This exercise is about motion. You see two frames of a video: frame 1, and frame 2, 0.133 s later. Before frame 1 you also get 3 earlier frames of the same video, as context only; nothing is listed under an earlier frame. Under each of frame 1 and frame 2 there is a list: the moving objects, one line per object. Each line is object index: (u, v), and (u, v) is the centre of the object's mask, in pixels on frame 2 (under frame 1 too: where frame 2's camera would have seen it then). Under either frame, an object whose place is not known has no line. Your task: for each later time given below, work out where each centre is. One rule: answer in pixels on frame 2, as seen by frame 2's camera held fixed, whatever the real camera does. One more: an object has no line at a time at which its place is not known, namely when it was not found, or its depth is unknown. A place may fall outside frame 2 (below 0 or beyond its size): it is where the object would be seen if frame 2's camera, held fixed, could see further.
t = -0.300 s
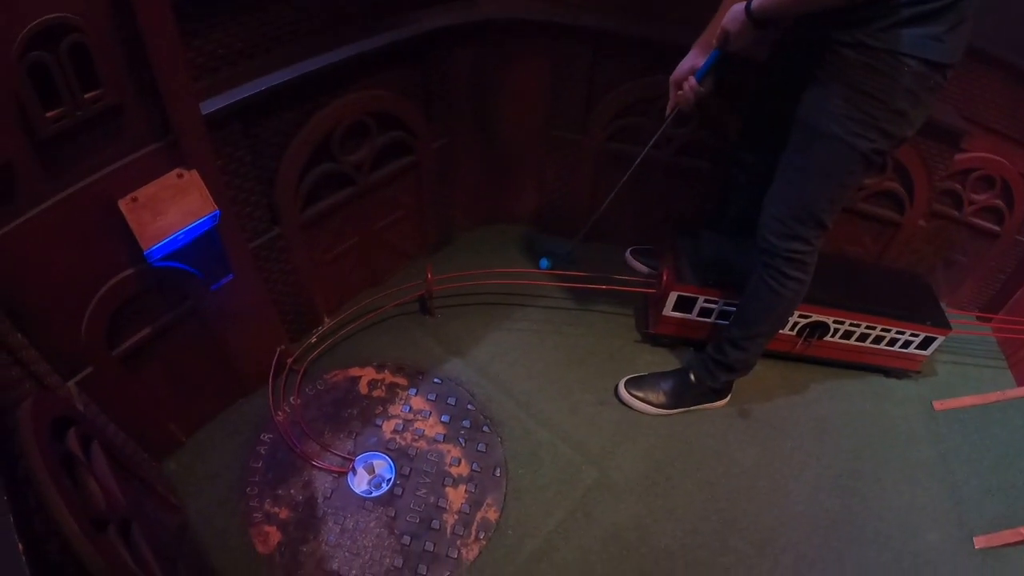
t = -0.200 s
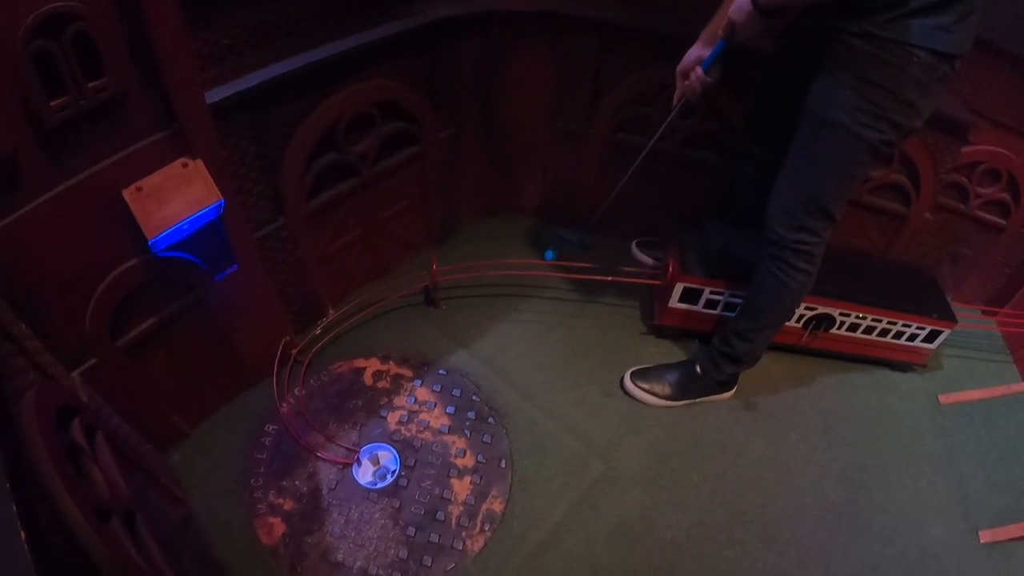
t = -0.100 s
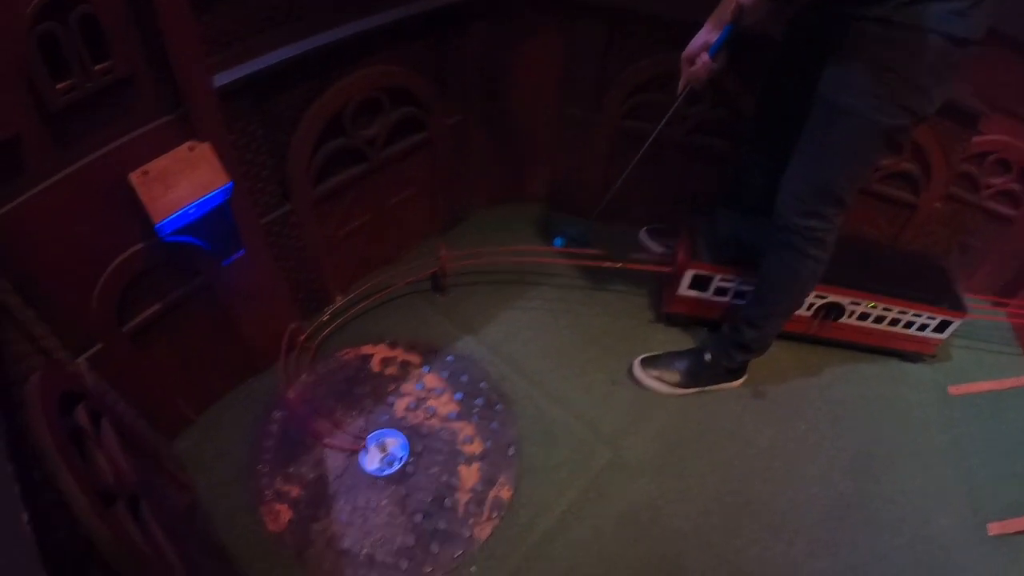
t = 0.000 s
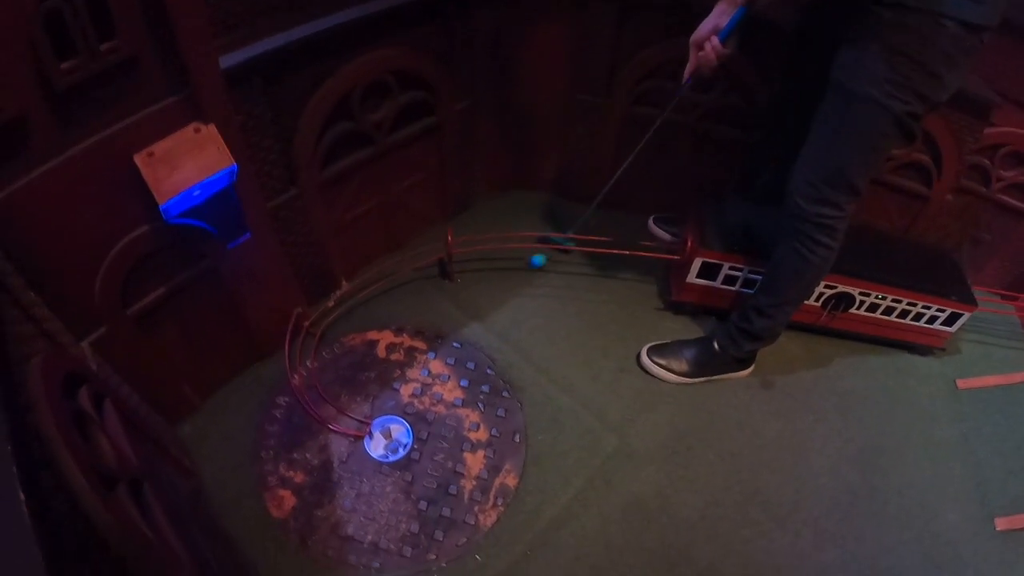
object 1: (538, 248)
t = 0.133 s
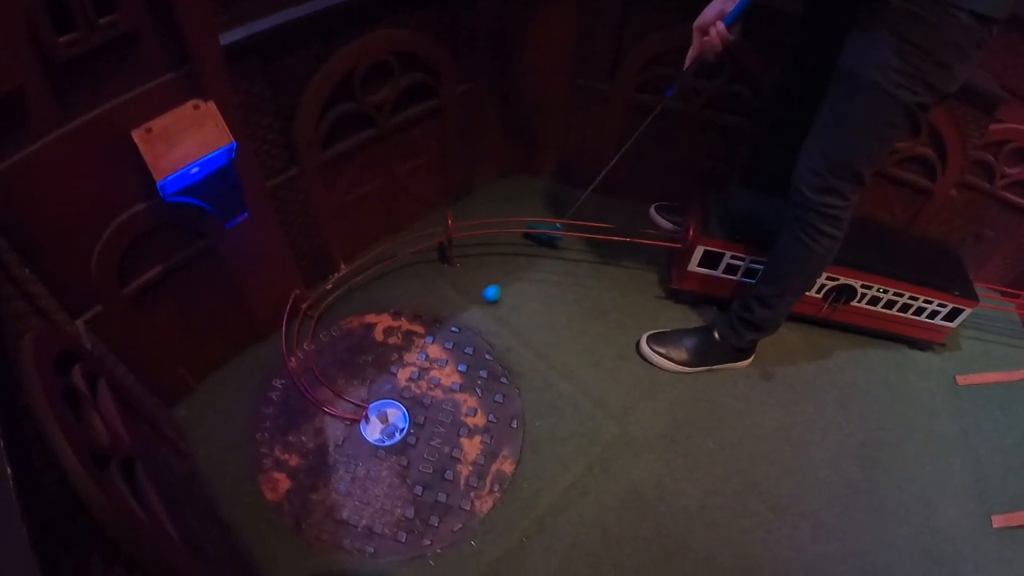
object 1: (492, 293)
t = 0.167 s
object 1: (481, 300)
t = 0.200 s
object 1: (476, 300)
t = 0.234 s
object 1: (471, 299)
